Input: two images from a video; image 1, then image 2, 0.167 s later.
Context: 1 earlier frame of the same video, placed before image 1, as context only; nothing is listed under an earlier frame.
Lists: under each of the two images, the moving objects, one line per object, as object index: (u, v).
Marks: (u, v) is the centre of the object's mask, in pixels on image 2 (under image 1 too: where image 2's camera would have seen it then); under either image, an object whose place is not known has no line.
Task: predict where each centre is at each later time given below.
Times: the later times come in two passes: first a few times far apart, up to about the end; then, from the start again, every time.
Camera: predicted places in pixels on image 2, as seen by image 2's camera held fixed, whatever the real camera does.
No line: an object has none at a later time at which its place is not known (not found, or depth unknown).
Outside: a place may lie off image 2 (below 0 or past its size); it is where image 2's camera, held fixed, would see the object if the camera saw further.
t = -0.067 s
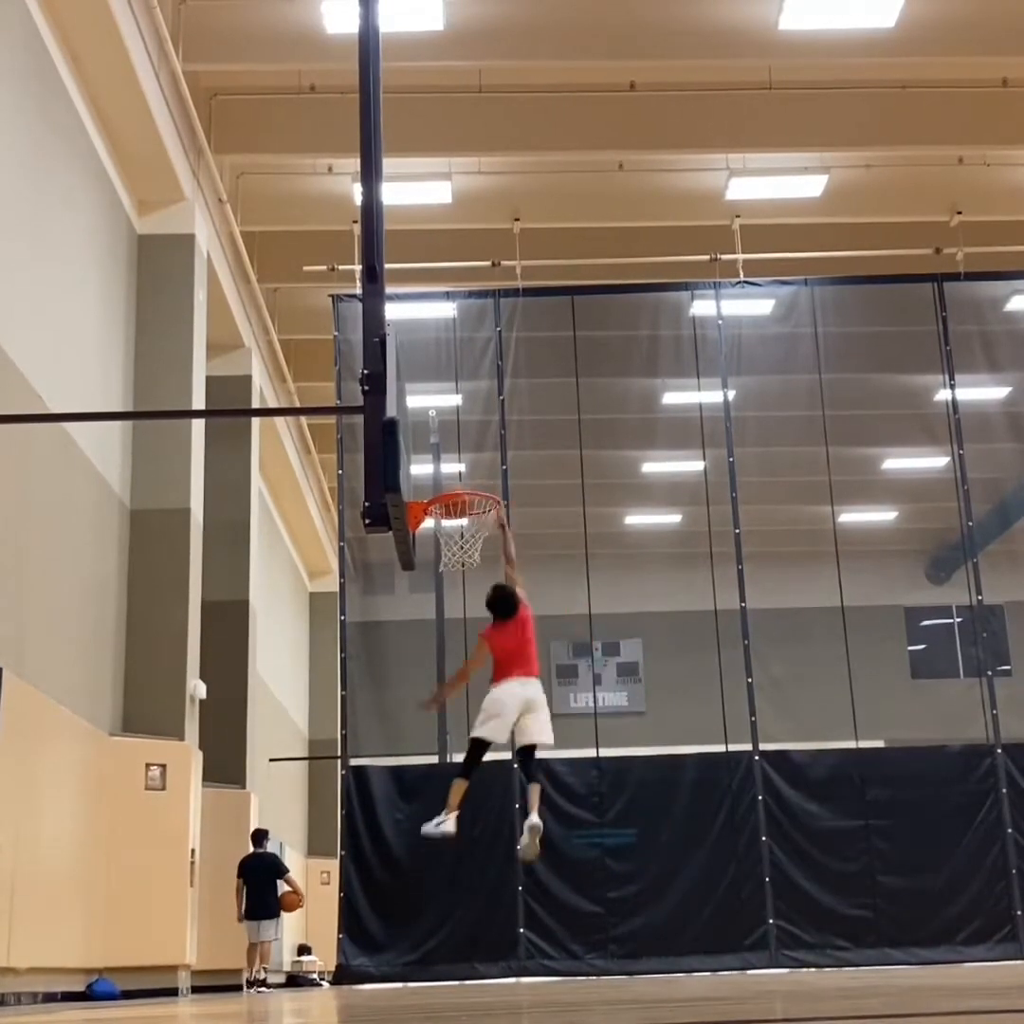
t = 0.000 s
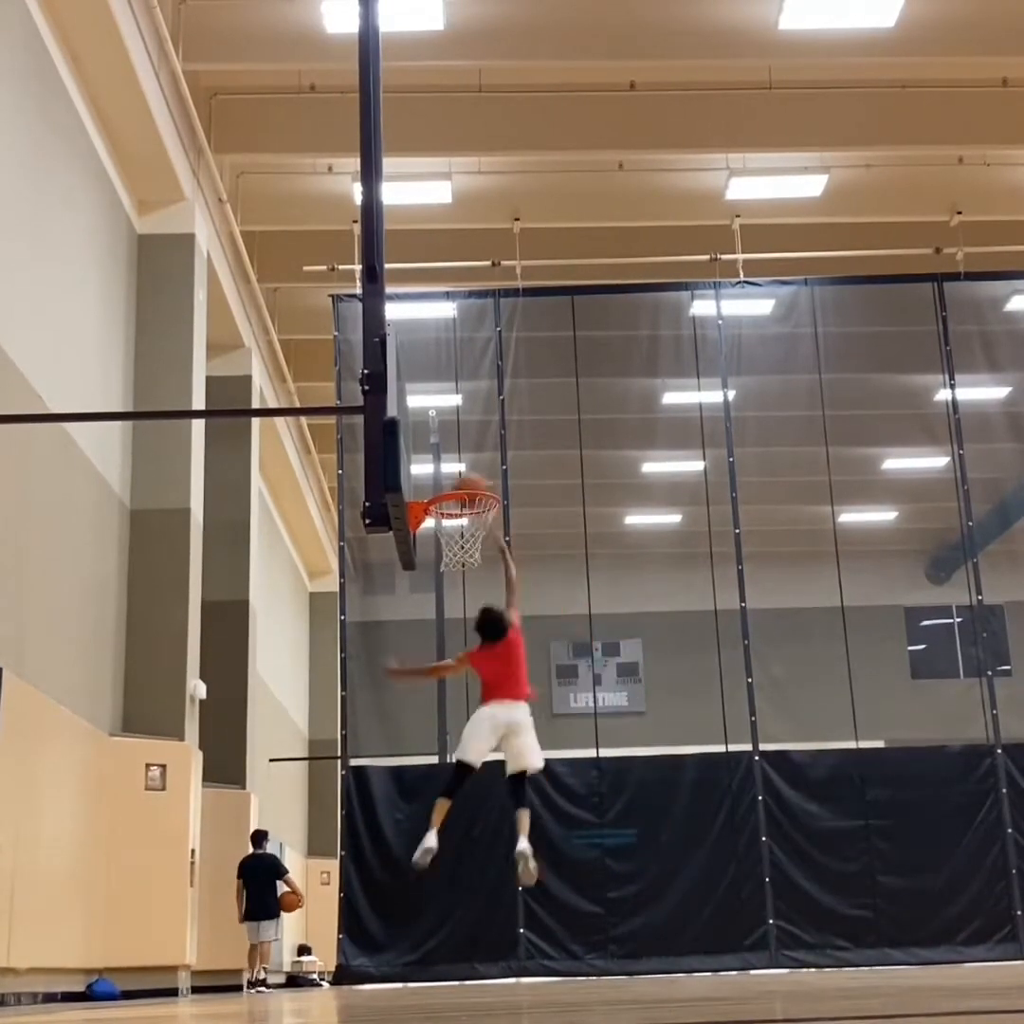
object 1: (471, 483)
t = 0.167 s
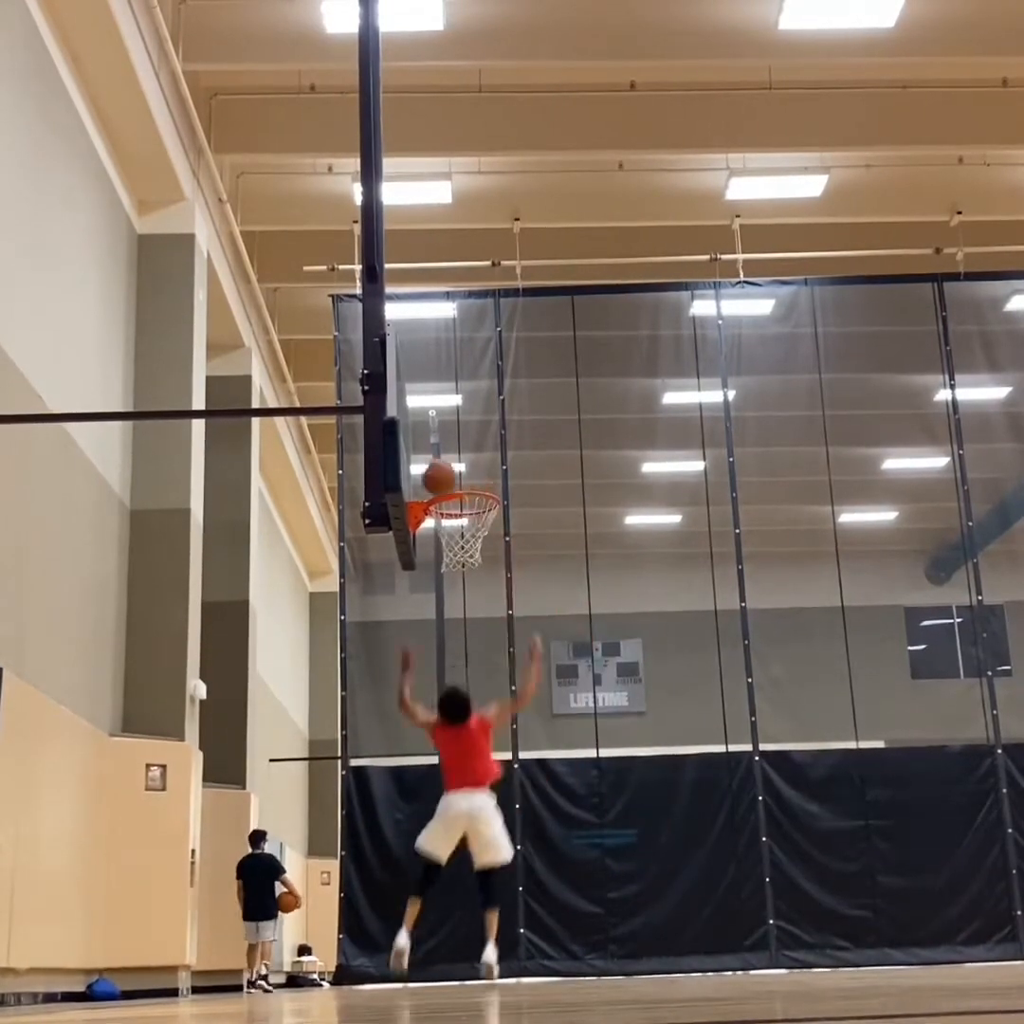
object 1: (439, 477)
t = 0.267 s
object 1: (475, 493)
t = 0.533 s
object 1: (442, 522)
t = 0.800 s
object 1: (465, 561)
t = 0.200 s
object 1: (452, 479)
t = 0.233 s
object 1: (465, 481)
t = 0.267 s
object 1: (475, 493)
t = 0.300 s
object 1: (476, 498)
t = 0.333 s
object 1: (475, 502)
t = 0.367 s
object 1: (470, 507)
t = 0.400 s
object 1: (461, 511)
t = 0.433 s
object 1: (455, 513)
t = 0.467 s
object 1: (448, 515)
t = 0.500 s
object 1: (444, 519)
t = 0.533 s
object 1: (442, 522)
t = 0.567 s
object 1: (441, 527)
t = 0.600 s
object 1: (442, 530)
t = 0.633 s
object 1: (443, 535)
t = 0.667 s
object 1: (449, 550)
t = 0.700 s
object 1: (452, 551)
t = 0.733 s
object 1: (458, 550)
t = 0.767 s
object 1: (462, 555)
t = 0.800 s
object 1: (465, 561)
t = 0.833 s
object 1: (469, 571)
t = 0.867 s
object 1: (474, 583)
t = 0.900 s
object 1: (479, 595)
